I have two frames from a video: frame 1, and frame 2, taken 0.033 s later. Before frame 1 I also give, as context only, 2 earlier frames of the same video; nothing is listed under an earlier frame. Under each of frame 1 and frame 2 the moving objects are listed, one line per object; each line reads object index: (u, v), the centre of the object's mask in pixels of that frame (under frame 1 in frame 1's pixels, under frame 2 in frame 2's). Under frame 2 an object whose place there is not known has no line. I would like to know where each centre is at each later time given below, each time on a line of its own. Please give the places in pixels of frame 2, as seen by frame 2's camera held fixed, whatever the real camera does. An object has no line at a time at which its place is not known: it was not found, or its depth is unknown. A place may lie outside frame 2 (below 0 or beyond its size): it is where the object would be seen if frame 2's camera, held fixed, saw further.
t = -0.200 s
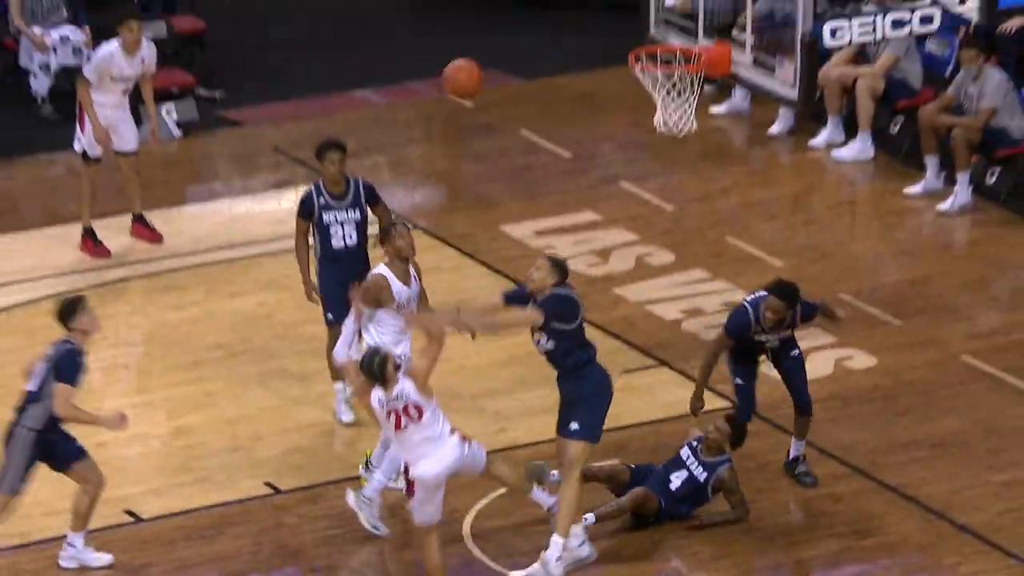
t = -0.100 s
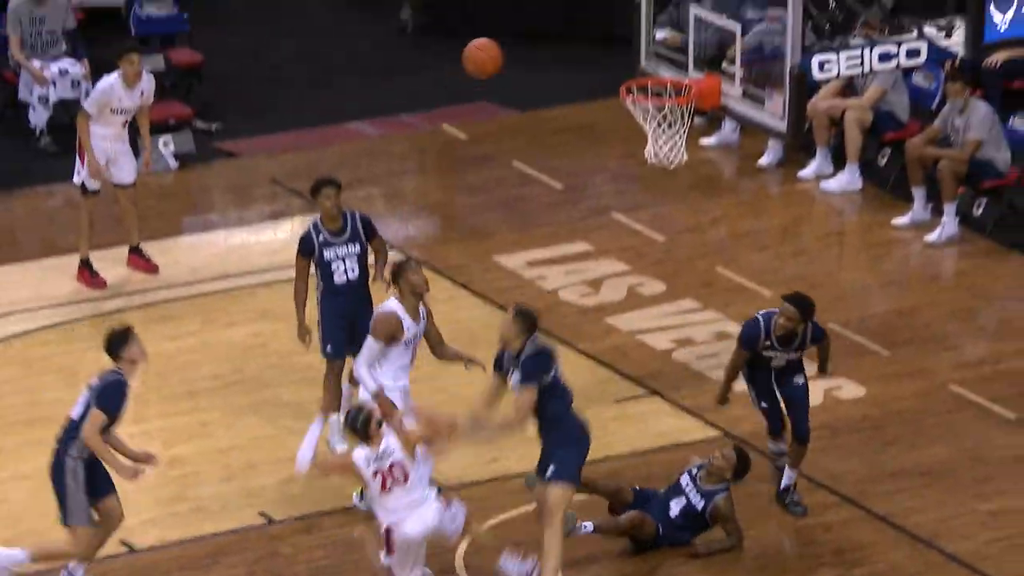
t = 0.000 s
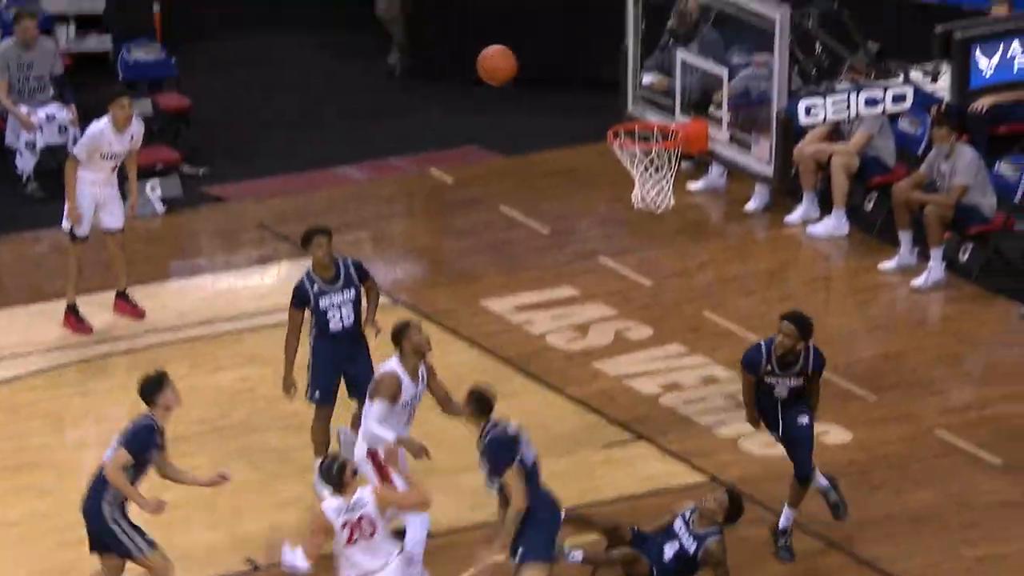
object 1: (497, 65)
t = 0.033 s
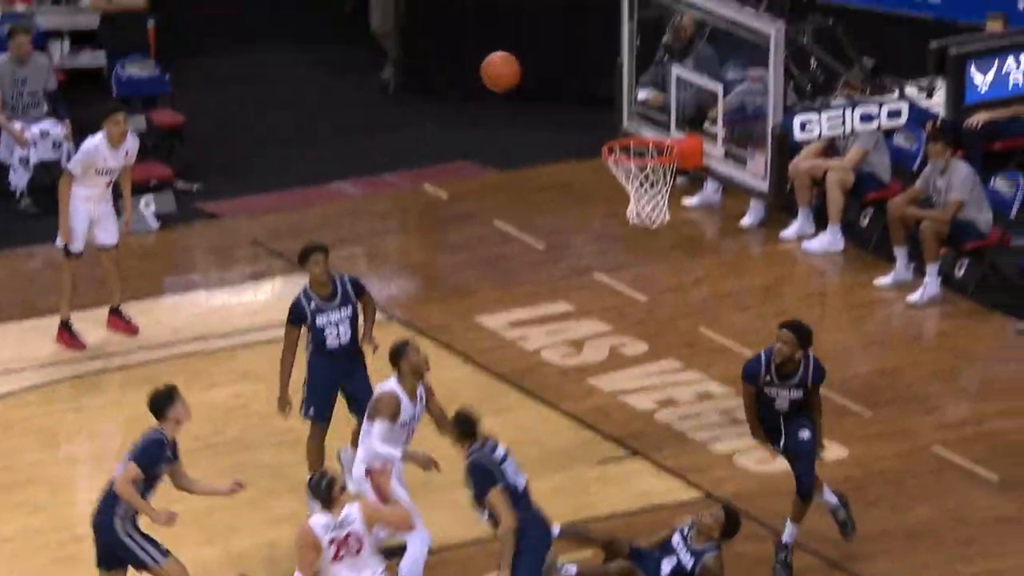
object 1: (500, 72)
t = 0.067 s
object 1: (509, 65)
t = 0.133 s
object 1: (527, 56)
